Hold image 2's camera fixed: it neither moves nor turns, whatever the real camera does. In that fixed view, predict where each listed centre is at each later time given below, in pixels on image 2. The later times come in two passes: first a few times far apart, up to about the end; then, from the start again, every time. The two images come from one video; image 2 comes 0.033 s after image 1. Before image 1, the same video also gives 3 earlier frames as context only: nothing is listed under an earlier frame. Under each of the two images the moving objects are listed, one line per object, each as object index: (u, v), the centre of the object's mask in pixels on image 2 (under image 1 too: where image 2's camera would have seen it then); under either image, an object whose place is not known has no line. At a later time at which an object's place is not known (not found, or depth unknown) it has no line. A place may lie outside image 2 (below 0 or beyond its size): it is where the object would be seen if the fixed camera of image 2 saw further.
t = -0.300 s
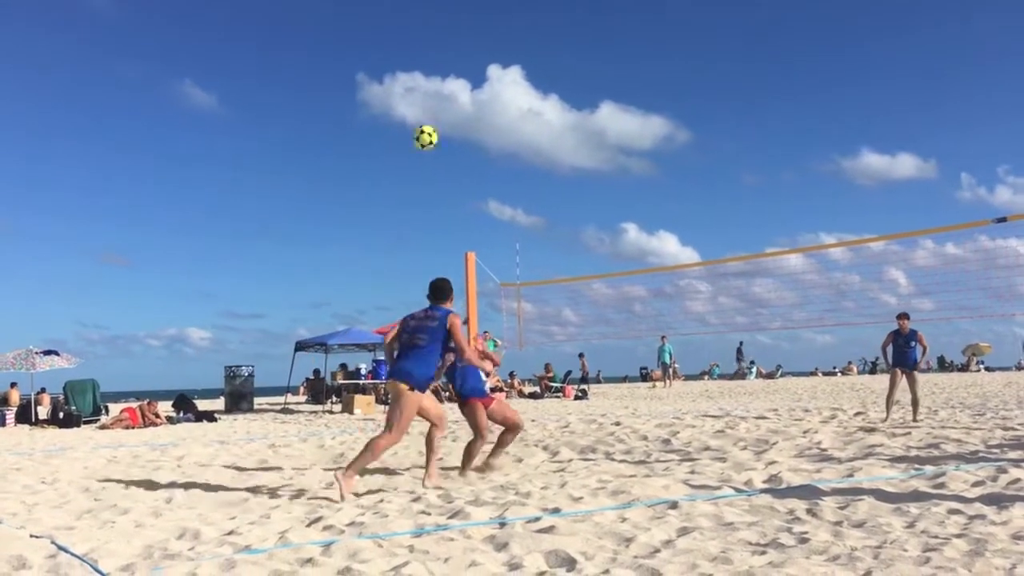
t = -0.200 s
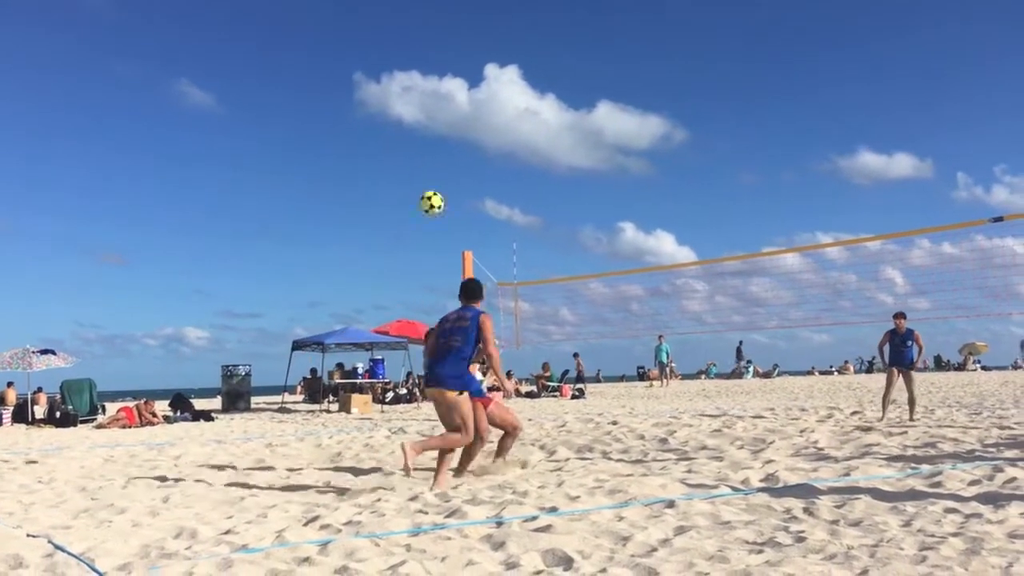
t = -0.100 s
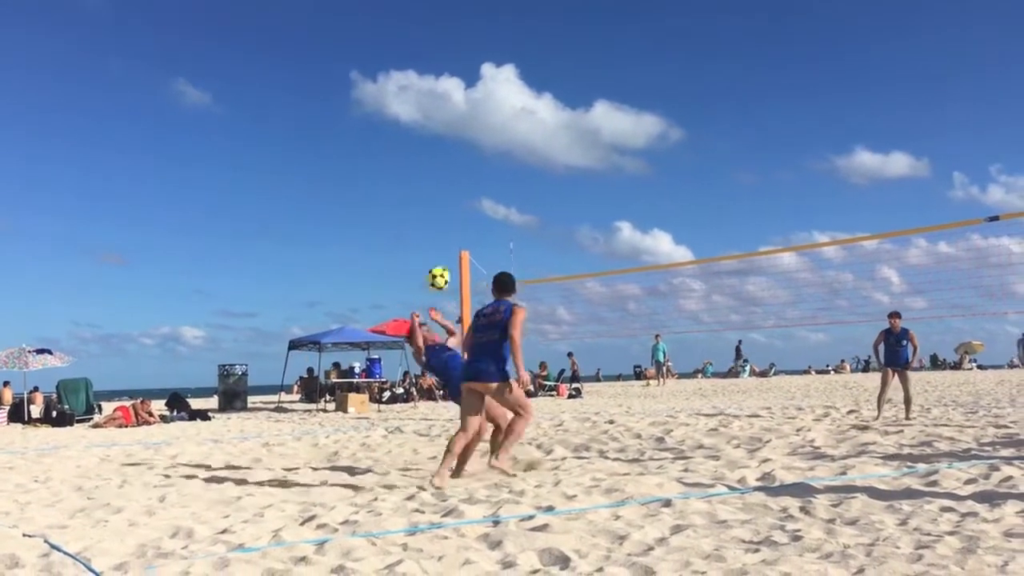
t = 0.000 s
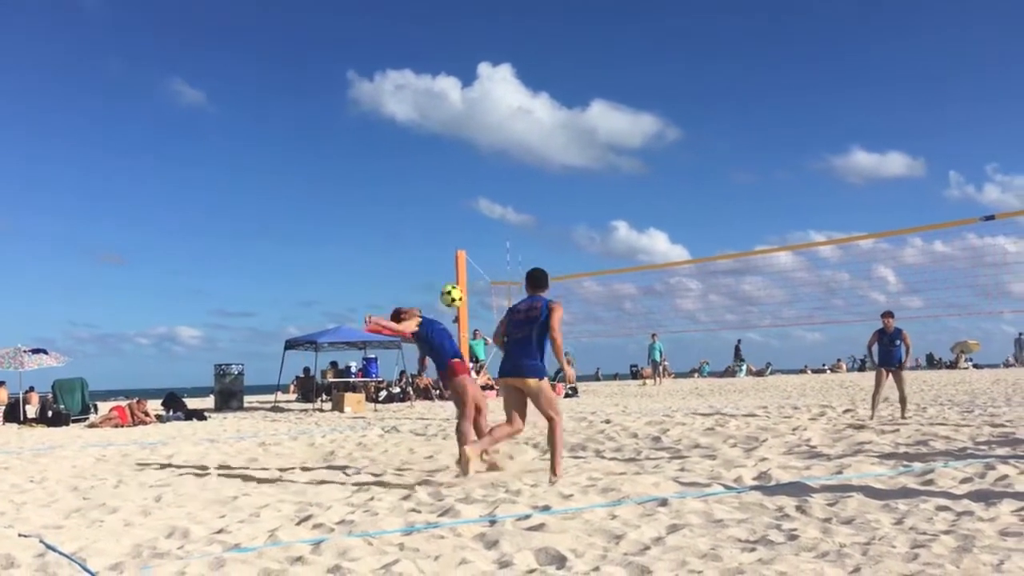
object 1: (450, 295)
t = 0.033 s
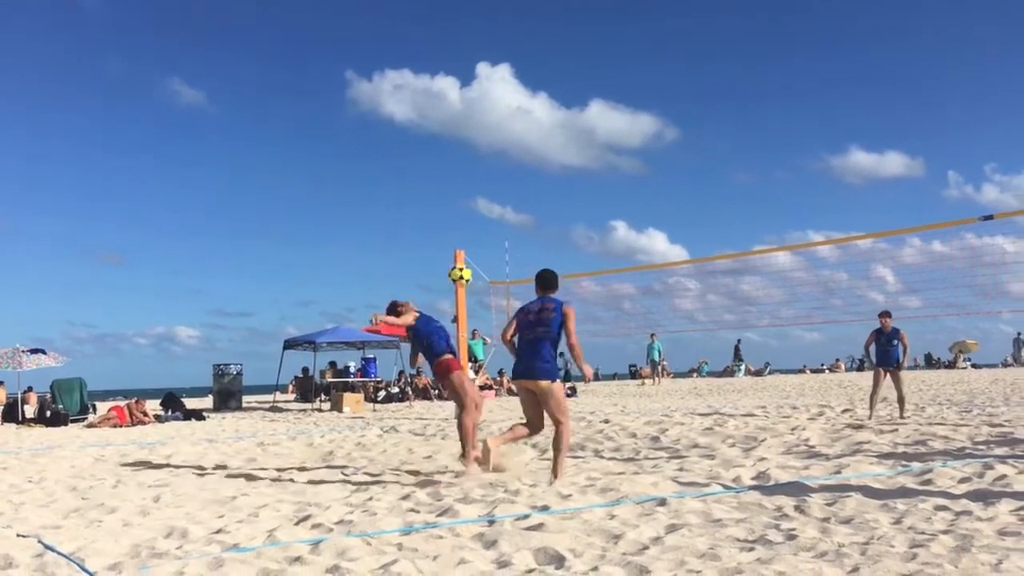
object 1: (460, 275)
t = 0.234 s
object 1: (516, 180)
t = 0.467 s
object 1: (580, 126)
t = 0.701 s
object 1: (644, 126)
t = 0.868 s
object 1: (688, 159)
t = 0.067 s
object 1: (470, 256)
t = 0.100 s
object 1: (479, 238)
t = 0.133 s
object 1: (488, 222)
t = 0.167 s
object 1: (497, 207)
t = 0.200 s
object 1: (506, 192)
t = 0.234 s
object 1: (516, 180)
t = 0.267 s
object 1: (525, 168)
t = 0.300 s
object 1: (534, 158)
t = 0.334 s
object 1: (544, 150)
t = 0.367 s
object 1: (553, 142)
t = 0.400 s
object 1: (562, 135)
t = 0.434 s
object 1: (570, 130)
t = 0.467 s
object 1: (580, 126)
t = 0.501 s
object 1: (589, 122)
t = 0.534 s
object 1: (598, 120)
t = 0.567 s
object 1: (607, 119)
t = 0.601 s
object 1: (616, 119)
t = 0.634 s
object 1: (625, 120)
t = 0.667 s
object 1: (634, 122)
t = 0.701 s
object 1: (644, 126)
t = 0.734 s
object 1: (652, 130)
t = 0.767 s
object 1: (661, 136)
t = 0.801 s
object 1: (671, 143)
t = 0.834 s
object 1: (679, 150)
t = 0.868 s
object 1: (688, 159)
